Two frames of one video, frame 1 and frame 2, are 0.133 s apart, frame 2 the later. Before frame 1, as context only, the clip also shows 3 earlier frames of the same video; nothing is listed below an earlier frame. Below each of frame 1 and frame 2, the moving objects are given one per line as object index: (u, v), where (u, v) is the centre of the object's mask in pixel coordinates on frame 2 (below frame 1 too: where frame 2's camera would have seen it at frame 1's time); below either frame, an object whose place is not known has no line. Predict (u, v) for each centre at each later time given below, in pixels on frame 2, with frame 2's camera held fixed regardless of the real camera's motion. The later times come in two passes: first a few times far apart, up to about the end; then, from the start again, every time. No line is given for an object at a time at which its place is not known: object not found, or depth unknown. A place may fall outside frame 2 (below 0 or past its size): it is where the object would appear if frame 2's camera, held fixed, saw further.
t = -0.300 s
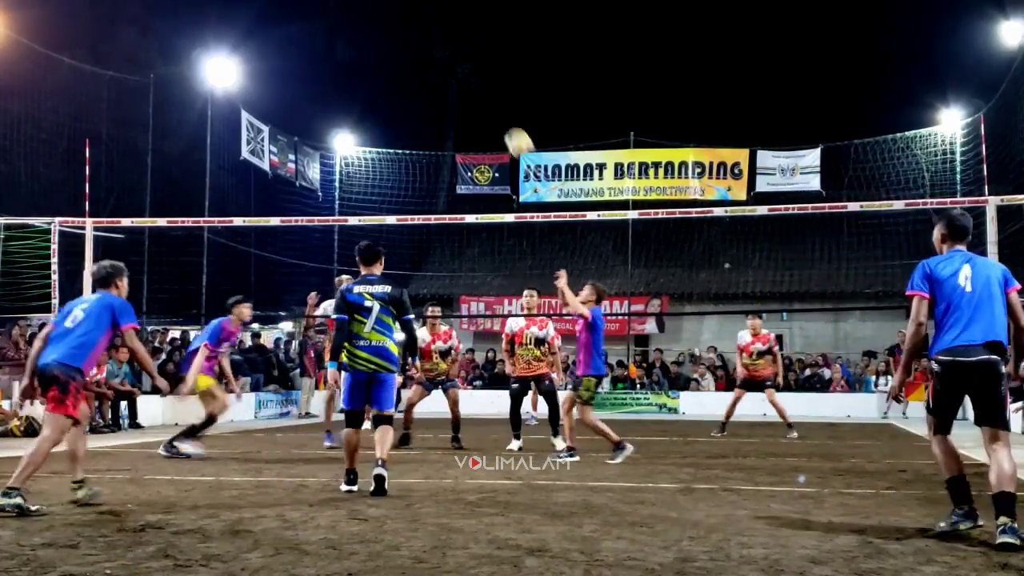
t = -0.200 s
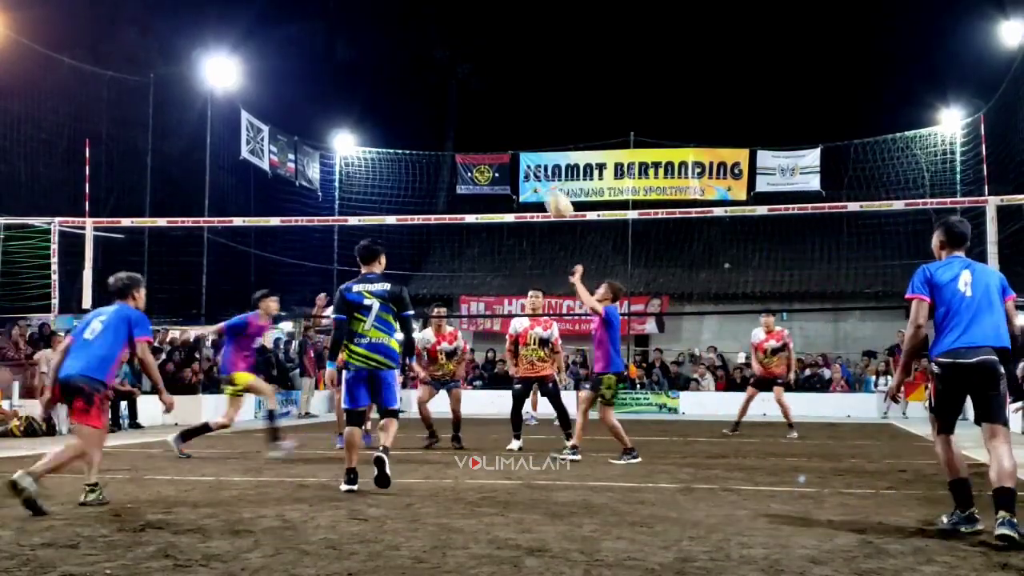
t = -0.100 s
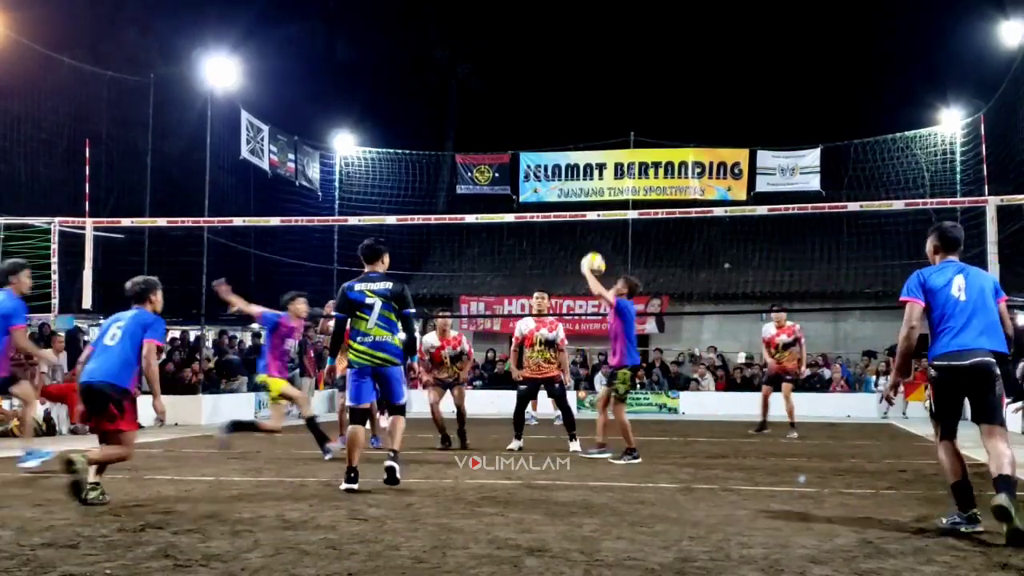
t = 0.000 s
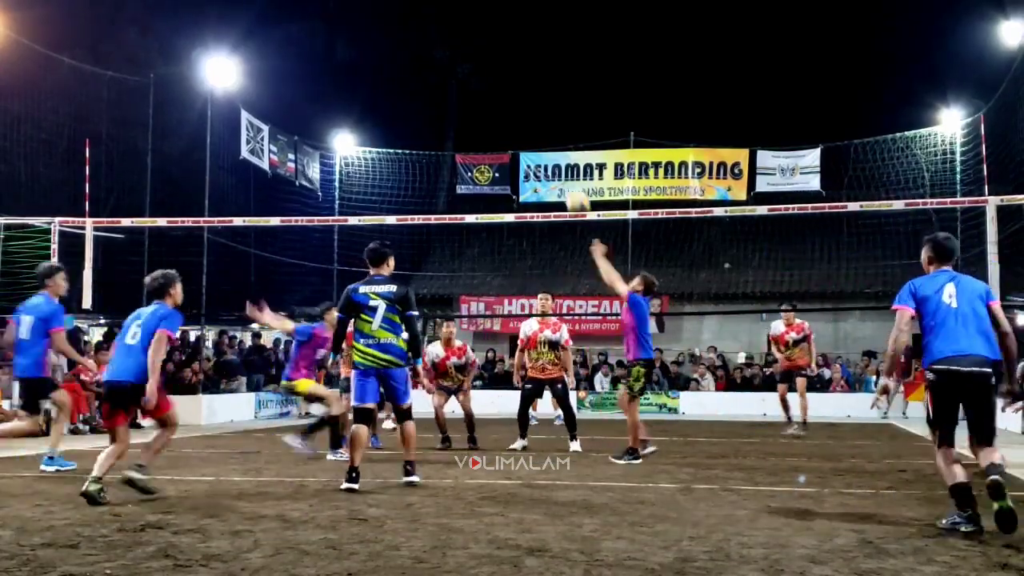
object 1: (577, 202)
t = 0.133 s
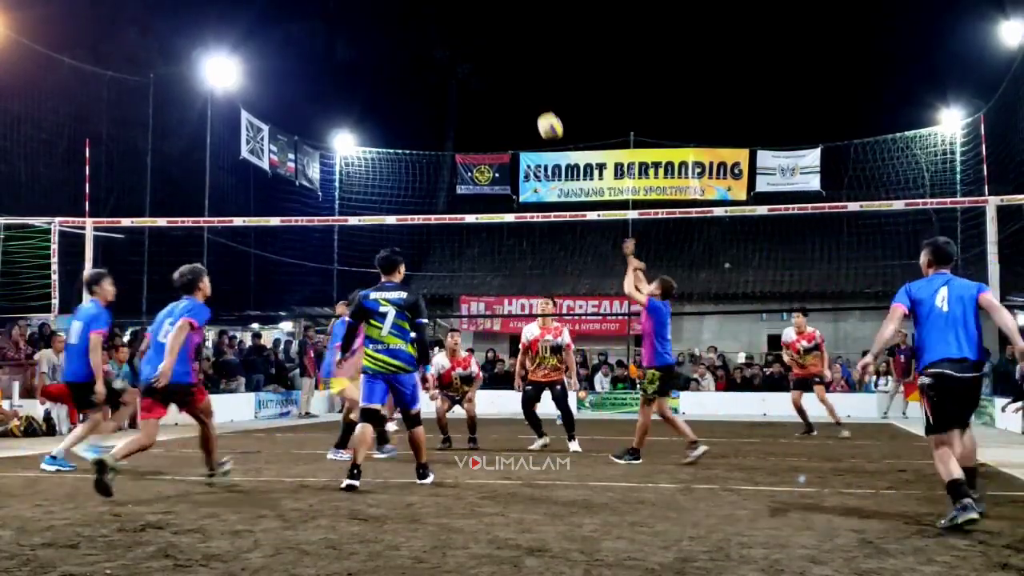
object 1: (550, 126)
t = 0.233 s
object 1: (530, 85)
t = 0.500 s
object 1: (480, 29)
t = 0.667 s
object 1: (450, 30)
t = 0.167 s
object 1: (543, 111)
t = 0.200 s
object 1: (536, 97)
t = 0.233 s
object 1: (530, 85)
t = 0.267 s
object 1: (523, 74)
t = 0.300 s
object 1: (517, 64)
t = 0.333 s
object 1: (511, 55)
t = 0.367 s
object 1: (504, 47)
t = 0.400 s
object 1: (498, 41)
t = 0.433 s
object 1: (492, 36)
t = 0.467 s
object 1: (486, 32)
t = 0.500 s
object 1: (480, 29)
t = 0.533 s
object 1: (474, 27)
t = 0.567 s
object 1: (468, 26)
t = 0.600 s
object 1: (462, 26)
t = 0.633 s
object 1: (456, 27)
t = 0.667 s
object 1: (450, 30)
